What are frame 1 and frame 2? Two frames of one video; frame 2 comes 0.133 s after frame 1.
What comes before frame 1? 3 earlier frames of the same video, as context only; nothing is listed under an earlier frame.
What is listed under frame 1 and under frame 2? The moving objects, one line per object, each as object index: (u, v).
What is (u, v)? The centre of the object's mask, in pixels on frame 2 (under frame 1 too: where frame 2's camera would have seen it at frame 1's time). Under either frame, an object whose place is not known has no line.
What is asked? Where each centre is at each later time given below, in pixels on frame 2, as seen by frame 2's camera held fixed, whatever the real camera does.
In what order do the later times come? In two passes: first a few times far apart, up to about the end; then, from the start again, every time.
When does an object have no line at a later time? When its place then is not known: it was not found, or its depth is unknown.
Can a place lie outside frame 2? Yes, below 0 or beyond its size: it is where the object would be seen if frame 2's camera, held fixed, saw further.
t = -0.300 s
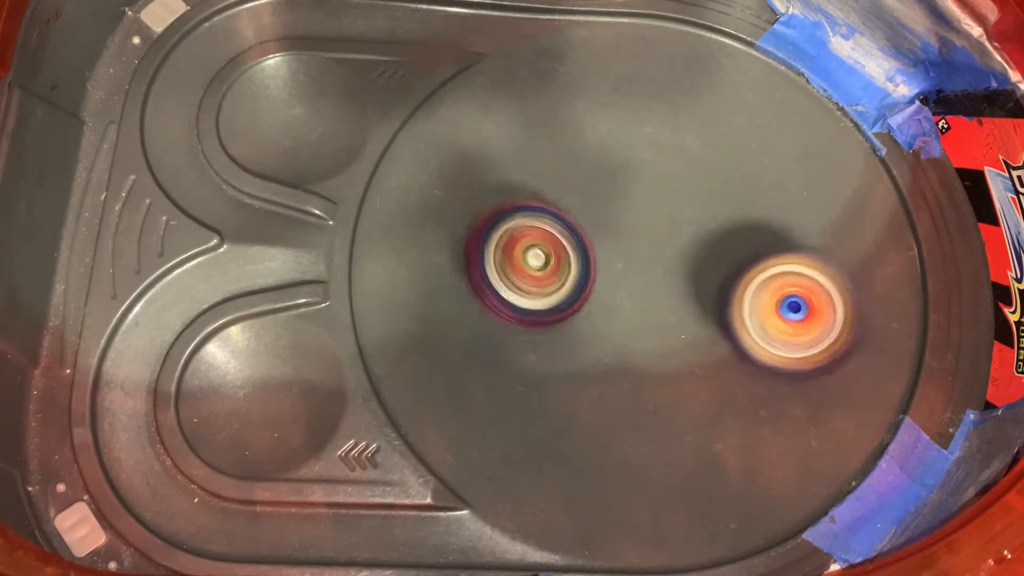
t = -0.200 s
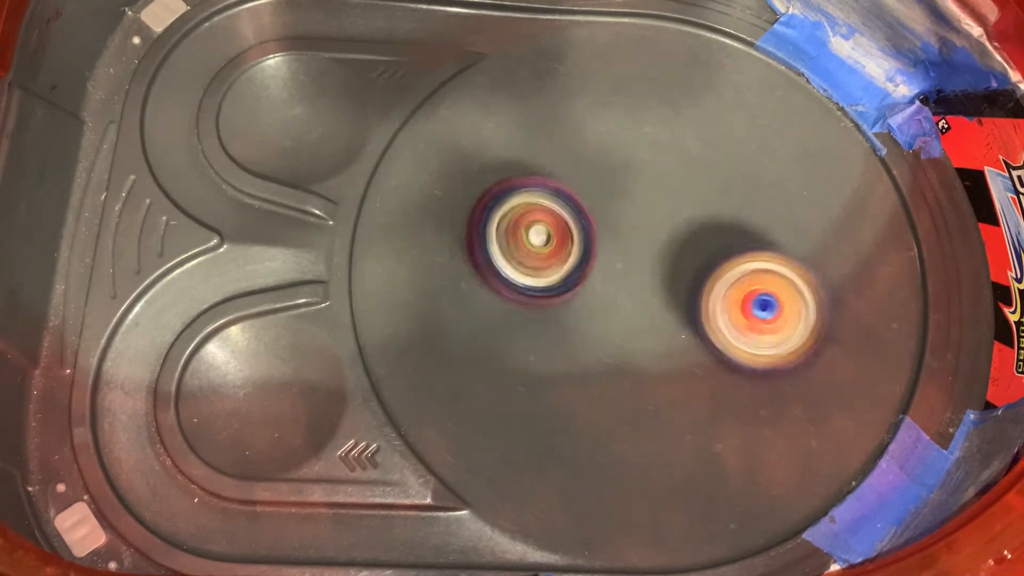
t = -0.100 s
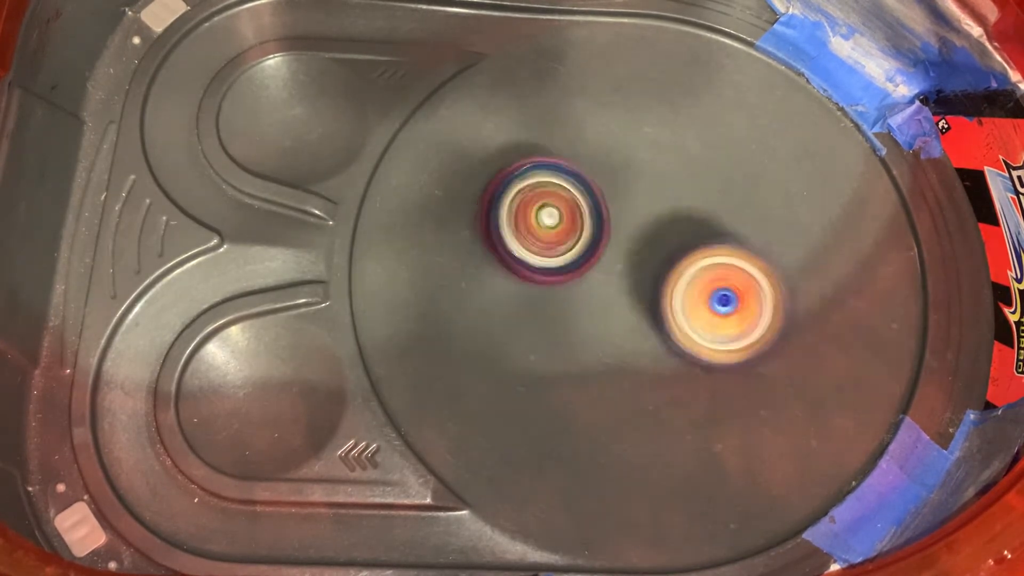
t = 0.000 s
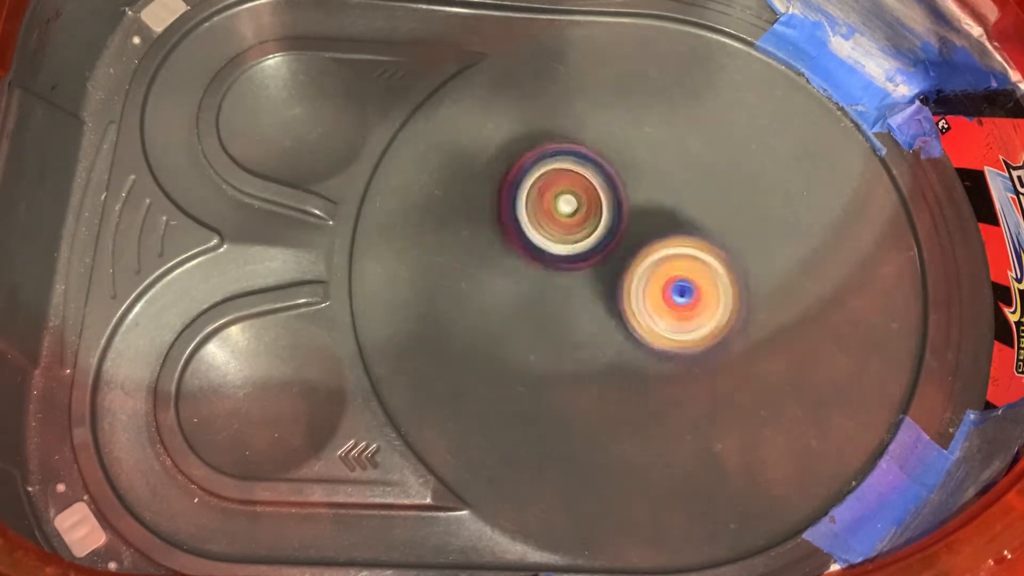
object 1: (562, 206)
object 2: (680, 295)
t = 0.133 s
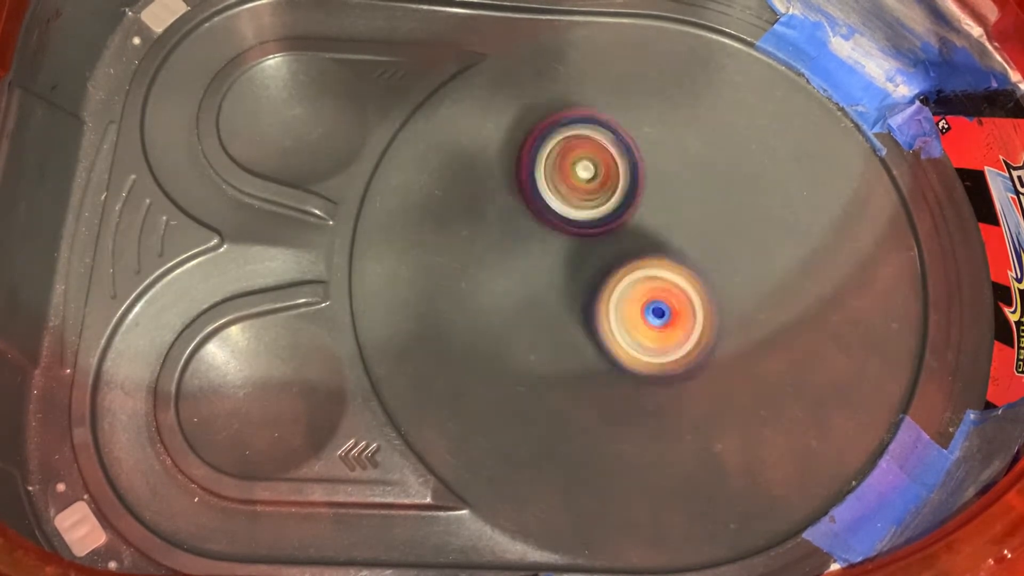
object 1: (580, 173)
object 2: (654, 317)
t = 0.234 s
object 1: (590, 157)
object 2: (631, 338)
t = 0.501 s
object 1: (639, 161)
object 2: (576, 367)
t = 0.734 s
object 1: (670, 218)
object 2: (566, 333)
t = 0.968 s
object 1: (712, 270)
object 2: (546, 298)
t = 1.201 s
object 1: (722, 316)
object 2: (546, 252)
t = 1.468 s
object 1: (679, 342)
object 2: (598, 220)
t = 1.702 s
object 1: (623, 334)
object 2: (644, 195)
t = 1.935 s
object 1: (579, 298)
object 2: (675, 190)
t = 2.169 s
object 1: (546, 249)
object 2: (705, 221)
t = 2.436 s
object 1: (515, 206)
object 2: (771, 272)
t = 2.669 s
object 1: (552, 201)
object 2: (751, 312)
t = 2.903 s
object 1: (594, 217)
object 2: (693, 337)
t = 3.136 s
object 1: (578, 214)
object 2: (662, 378)
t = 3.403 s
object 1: (589, 235)
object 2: (614, 367)
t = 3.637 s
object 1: (600, 222)
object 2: (595, 343)
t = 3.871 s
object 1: (629, 189)
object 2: (590, 338)
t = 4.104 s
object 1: (661, 195)
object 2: (604, 300)
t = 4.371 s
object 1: (719, 154)
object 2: (553, 374)
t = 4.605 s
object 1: (702, 202)
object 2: (563, 349)
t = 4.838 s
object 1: (670, 212)
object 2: (562, 321)
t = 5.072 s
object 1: (639, 181)
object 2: (539, 311)
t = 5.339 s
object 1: (611, 168)
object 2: (565, 278)
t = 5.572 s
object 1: (614, 165)
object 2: (592, 292)
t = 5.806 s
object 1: (617, 180)
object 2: (641, 332)
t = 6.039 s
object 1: (609, 205)
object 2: (708, 360)
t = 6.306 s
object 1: (569, 218)
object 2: (734, 303)
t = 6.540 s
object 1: (534, 192)
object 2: (720, 288)
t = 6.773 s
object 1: (550, 195)
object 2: (639, 290)
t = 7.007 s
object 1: (557, 214)
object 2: (643, 341)
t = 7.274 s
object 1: (530, 244)
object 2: (673, 338)
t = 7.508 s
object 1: (523, 225)
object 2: (675, 312)
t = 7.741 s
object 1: (542, 218)
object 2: (653, 325)
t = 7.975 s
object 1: (557, 252)
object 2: (673, 327)
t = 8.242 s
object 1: (522, 218)
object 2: (704, 290)
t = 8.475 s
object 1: (536, 220)
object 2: (689, 257)
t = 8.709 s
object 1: (546, 238)
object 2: (686, 279)
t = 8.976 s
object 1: (569, 244)
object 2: (693, 266)
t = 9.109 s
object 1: (581, 251)
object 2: (693, 270)
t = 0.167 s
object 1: (583, 167)
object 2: (646, 324)
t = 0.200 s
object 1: (588, 161)
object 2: (638, 331)
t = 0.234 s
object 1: (590, 157)
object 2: (631, 338)
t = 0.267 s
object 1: (597, 153)
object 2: (622, 345)
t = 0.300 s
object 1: (602, 152)
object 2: (615, 350)
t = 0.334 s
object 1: (609, 150)
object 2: (607, 355)
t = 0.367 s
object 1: (614, 150)
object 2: (600, 360)
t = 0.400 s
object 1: (620, 152)
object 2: (593, 364)
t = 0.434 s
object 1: (627, 155)
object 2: (587, 366)
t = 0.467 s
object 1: (634, 157)
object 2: (581, 368)
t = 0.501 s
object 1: (639, 161)
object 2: (576, 367)
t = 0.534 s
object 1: (644, 168)
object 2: (572, 366)
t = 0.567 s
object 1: (650, 175)
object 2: (569, 363)
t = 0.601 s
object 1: (655, 181)
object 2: (566, 359)
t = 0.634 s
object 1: (659, 189)
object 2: (565, 355)
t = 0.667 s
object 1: (662, 198)
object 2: (564, 349)
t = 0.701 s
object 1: (666, 209)
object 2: (564, 341)
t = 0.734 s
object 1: (670, 218)
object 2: (566, 333)
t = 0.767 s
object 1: (672, 228)
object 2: (568, 324)
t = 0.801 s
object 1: (674, 238)
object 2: (573, 315)
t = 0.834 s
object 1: (679, 250)
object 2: (576, 306)
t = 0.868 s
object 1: (692, 252)
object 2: (564, 308)
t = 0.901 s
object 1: (705, 256)
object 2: (555, 307)
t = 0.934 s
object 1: (709, 263)
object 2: (552, 304)
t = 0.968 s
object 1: (712, 270)
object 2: (546, 298)
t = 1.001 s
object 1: (718, 276)
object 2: (543, 291)
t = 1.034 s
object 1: (721, 283)
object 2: (541, 284)
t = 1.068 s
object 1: (723, 290)
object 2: (540, 278)
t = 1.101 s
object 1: (724, 297)
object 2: (540, 271)
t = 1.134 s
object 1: (725, 304)
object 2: (541, 264)
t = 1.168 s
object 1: (724, 309)
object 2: (543, 258)
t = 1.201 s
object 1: (722, 316)
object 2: (546, 252)
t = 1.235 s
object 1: (720, 322)
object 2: (552, 246)
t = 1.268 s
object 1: (717, 327)
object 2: (557, 241)
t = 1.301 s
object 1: (712, 330)
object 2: (563, 236)
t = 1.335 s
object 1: (706, 335)
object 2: (570, 232)
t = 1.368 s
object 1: (701, 338)
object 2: (577, 229)
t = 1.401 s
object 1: (694, 340)
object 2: (584, 226)
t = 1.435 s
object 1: (686, 341)
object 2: (591, 223)
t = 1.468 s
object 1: (679, 342)
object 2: (598, 220)
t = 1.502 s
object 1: (671, 342)
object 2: (607, 219)
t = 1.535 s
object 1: (663, 339)
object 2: (614, 217)
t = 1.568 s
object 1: (654, 337)
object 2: (622, 215)
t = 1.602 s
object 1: (648, 341)
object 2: (626, 209)
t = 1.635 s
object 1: (639, 339)
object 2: (633, 203)
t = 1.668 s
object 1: (631, 336)
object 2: (638, 199)
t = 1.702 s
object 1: (623, 334)
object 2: (644, 195)
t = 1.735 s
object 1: (617, 331)
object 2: (650, 192)
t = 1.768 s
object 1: (610, 327)
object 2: (655, 189)
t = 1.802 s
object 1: (602, 321)
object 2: (659, 189)
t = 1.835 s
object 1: (596, 317)
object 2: (664, 187)
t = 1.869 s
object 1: (591, 311)
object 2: (668, 187)
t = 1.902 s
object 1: (585, 304)
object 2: (673, 188)
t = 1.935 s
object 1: (579, 298)
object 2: (675, 190)
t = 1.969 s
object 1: (576, 293)
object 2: (678, 192)
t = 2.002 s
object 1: (573, 285)
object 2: (681, 194)
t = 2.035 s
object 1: (569, 277)
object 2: (683, 200)
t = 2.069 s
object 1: (567, 271)
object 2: (685, 205)
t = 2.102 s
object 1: (566, 263)
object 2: (684, 210)
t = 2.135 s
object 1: (564, 255)
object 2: (686, 216)
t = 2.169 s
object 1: (546, 249)
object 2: (705, 221)
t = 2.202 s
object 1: (533, 239)
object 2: (721, 227)
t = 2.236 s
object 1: (527, 233)
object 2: (730, 234)
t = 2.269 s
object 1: (523, 229)
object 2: (739, 240)
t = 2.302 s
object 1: (519, 222)
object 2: (748, 246)
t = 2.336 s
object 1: (517, 218)
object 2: (756, 252)
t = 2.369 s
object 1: (515, 213)
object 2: (760, 258)
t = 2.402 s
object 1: (514, 208)
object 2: (767, 265)
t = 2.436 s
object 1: (515, 206)
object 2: (771, 272)
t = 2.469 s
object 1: (518, 200)
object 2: (776, 278)
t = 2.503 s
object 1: (522, 199)
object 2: (775, 287)
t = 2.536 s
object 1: (527, 198)
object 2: (775, 293)
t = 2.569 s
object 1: (532, 197)
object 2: (773, 298)
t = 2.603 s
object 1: (538, 198)
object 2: (767, 304)
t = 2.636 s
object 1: (546, 199)
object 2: (760, 307)
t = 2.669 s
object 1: (552, 201)
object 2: (751, 312)
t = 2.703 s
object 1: (561, 205)
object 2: (742, 314)
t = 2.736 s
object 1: (569, 209)
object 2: (730, 317)
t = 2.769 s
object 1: (576, 214)
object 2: (718, 318)
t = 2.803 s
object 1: (585, 219)
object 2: (708, 319)
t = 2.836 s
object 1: (594, 223)
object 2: (697, 320)
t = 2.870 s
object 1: (599, 228)
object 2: (686, 320)
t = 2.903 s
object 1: (594, 217)
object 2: (693, 337)
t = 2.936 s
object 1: (586, 206)
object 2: (696, 347)
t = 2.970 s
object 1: (585, 205)
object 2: (691, 351)
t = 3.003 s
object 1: (582, 207)
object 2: (686, 358)
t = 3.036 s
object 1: (581, 209)
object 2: (681, 366)
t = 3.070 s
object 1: (579, 209)
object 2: (675, 369)
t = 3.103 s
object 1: (578, 213)
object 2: (669, 374)
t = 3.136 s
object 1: (578, 214)
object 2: (662, 378)
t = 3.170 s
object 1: (578, 219)
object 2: (654, 378)
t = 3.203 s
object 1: (579, 222)
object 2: (648, 379)
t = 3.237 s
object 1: (580, 227)
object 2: (641, 378)
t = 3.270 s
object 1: (581, 231)
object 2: (633, 375)
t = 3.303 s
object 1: (583, 235)
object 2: (627, 371)
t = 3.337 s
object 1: (584, 240)
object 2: (620, 365)
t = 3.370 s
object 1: (587, 241)
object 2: (614, 358)
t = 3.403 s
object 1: (589, 235)
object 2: (614, 367)
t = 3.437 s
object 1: (589, 232)
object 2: (611, 368)
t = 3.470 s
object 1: (589, 229)
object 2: (605, 364)
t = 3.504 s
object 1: (592, 226)
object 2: (603, 363)
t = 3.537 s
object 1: (592, 225)
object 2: (599, 358)
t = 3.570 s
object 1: (596, 224)
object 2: (598, 353)
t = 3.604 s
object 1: (597, 221)
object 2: (597, 347)
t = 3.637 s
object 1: (600, 222)
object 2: (595, 343)
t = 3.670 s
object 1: (602, 218)
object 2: (596, 337)
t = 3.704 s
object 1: (609, 207)
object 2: (595, 345)
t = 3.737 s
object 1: (614, 200)
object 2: (592, 345)
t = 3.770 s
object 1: (616, 199)
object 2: (591, 345)
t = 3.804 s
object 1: (620, 193)
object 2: (591, 343)
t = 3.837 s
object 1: (624, 191)
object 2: (588, 341)
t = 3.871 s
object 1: (629, 189)
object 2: (590, 338)
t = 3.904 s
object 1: (632, 187)
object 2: (590, 334)
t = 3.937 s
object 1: (639, 188)
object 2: (592, 328)
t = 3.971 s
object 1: (641, 188)
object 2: (595, 322)
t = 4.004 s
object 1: (646, 190)
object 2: (596, 316)
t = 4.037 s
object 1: (650, 192)
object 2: (600, 308)
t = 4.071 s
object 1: (654, 195)
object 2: (605, 302)
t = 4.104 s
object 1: (661, 195)
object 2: (604, 300)
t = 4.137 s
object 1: (680, 173)
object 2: (588, 329)
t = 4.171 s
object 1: (695, 157)
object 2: (579, 350)
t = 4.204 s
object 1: (704, 155)
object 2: (572, 362)
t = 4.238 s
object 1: (705, 152)
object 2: (569, 366)
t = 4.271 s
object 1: (711, 151)
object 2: (563, 366)
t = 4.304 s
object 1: (713, 150)
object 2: (558, 369)
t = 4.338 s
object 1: (717, 152)
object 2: (555, 374)
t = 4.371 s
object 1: (719, 154)
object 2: (553, 374)
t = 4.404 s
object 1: (721, 159)
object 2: (552, 376)
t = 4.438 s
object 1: (720, 164)
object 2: (551, 375)
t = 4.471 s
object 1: (721, 171)
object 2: (553, 373)
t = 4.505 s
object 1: (716, 177)
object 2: (553, 368)
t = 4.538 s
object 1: (714, 185)
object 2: (557, 364)
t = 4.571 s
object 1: (707, 194)
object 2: (561, 356)
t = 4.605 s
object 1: (702, 202)
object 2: (563, 349)
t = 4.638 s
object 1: (692, 211)
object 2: (565, 342)
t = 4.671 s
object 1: (684, 219)
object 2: (569, 332)
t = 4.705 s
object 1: (672, 228)
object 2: (573, 322)
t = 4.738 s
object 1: (664, 233)
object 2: (578, 310)
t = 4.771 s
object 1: (667, 225)
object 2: (571, 318)
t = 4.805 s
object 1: (670, 213)
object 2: (564, 323)
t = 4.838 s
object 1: (670, 212)
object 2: (562, 321)
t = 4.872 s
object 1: (668, 207)
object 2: (555, 319)
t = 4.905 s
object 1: (662, 204)
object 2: (547, 318)
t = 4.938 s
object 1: (655, 197)
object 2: (543, 319)
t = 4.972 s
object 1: (652, 194)
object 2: (542, 316)
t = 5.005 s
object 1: (647, 189)
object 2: (538, 315)
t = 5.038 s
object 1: (644, 186)
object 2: (537, 313)
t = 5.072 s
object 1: (639, 181)
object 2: (539, 311)
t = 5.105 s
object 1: (636, 178)
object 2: (539, 305)
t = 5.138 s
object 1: (631, 174)
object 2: (541, 303)
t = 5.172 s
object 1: (628, 172)
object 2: (546, 298)
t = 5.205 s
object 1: (623, 171)
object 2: (549, 293)
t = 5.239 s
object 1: (620, 170)
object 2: (552, 288)
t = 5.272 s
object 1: (615, 171)
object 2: (558, 283)
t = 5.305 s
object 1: (612, 171)
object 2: (559, 278)
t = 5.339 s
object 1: (611, 168)
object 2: (565, 278)
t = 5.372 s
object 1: (613, 162)
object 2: (567, 289)
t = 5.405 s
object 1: (615, 163)
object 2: (573, 293)
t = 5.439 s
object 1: (611, 161)
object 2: (576, 291)
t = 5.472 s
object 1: (613, 159)
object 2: (576, 290)
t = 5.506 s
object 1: (612, 160)
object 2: (578, 292)
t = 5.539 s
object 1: (613, 161)
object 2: (585, 294)
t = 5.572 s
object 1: (614, 165)
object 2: (592, 292)
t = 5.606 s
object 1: (614, 169)
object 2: (596, 288)
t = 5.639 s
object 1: (613, 171)
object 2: (600, 289)
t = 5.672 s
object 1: (616, 170)
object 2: (607, 293)
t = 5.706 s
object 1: (617, 178)
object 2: (616, 295)
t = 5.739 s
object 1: (615, 177)
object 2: (625, 307)
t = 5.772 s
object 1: (619, 176)
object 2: (635, 321)
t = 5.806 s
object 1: (617, 180)
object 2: (641, 332)
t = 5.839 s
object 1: (616, 179)
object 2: (651, 343)
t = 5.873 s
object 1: (617, 181)
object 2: (664, 351)
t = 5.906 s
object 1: (616, 186)
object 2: (673, 357)
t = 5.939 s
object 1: (614, 190)
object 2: (686, 363)
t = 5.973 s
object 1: (613, 192)
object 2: (695, 364)
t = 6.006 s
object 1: (613, 199)
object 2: (703, 364)
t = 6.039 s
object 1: (609, 205)
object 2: (708, 360)
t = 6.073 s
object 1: (609, 209)
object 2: (713, 355)
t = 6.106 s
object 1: (607, 213)
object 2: (719, 350)
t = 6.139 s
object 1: (606, 219)
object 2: (719, 341)
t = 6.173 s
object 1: (601, 223)
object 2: (721, 331)
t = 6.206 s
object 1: (598, 227)
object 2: (720, 321)
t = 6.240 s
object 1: (594, 234)
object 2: (713, 309)
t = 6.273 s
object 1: (579, 227)
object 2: (726, 304)
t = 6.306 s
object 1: (569, 218)
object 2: (734, 303)
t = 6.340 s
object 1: (555, 212)
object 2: (739, 304)
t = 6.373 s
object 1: (550, 209)
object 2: (742, 300)
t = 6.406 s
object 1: (546, 207)
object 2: (738, 299)
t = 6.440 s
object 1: (539, 201)
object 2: (736, 298)
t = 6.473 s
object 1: (535, 199)
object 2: (731, 296)
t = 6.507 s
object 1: (534, 196)
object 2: (728, 293)
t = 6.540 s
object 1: (534, 192)
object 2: (720, 288)
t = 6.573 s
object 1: (535, 192)
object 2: (710, 286)
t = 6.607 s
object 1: (536, 192)
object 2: (700, 285)
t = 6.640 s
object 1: (538, 191)
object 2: (687, 283)
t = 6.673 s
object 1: (544, 193)
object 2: (674, 280)
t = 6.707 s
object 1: (546, 196)
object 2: (660, 283)
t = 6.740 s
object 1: (549, 200)
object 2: (647, 283)
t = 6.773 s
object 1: (550, 195)
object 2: (639, 290)
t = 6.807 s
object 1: (551, 191)
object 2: (639, 302)
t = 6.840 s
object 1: (554, 193)
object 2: (637, 306)
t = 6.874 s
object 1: (556, 198)
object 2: (634, 310)
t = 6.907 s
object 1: (553, 203)
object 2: (630, 319)
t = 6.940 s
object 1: (551, 205)
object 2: (631, 329)
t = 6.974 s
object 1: (554, 205)
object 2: (637, 337)
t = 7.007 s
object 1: (557, 214)
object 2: (643, 341)
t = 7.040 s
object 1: (556, 222)
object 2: (644, 342)
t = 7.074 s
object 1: (554, 226)
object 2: (646, 346)
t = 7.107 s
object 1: (554, 233)
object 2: (651, 349)
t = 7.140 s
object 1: (553, 238)
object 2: (656, 348)
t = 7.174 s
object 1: (551, 241)
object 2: (658, 345)
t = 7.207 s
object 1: (553, 251)
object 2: (659, 339)
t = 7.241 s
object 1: (546, 253)
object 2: (657, 334)
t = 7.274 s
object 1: (530, 244)
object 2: (673, 338)
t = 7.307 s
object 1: (523, 236)
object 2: (688, 333)
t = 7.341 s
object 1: (514, 232)
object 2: (692, 326)
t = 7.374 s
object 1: (514, 226)
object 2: (691, 319)
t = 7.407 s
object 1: (515, 225)
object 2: (687, 315)
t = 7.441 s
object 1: (520, 226)
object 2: (682, 314)
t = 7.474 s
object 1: (519, 228)
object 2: (676, 315)
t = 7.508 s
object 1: (523, 225)
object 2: (675, 312)
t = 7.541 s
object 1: (526, 228)
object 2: (672, 310)
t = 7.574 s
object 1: (530, 228)
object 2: (669, 306)
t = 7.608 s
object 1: (538, 230)
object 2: (660, 303)
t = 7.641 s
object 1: (544, 233)
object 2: (653, 302)
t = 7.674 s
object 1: (544, 230)
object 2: (650, 311)
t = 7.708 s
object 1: (541, 225)
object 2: (654, 319)
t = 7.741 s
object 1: (542, 218)
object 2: (653, 325)
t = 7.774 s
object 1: (546, 216)
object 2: (657, 328)
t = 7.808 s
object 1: (549, 214)
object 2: (660, 332)
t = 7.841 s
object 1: (559, 218)
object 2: (661, 334)
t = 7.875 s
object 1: (561, 226)
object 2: (662, 334)
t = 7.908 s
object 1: (563, 232)
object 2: (666, 332)
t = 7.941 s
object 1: (561, 243)
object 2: (670, 333)
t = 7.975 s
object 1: (557, 252)
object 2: (673, 327)
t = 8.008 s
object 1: (556, 251)
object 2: (671, 316)
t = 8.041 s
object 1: (553, 244)
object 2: (670, 307)
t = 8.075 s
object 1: (552, 240)
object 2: (670, 303)
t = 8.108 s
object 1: (551, 235)
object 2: (662, 297)
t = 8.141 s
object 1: (542, 229)
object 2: (674, 297)
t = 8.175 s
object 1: (533, 226)
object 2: (688, 296)
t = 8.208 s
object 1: (523, 222)
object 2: (698, 294)
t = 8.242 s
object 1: (522, 218)
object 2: (704, 290)
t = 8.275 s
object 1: (520, 218)
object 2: (703, 284)
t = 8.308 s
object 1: (518, 216)
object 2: (704, 275)
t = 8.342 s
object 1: (522, 218)
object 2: (700, 263)
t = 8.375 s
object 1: (526, 222)
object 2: (700, 261)
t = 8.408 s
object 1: (529, 222)
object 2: (695, 259)
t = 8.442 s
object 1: (530, 222)
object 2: (691, 257)
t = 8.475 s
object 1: (536, 220)
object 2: (689, 257)
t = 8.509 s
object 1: (544, 219)
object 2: (685, 255)
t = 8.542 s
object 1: (551, 223)
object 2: (679, 255)
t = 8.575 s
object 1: (551, 228)
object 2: (678, 256)
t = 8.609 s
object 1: (546, 233)
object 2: (681, 261)
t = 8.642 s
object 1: (546, 236)
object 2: (681, 266)
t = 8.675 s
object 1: (545, 238)
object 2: (681, 272)
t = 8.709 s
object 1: (546, 238)
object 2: (686, 279)
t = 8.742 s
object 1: (548, 239)
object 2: (687, 280)
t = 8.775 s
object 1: (551, 241)
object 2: (689, 281)
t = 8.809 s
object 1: (554, 241)
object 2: (694, 280)
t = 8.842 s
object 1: (557, 241)
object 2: (695, 279)
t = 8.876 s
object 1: (560, 241)
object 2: (694, 277)
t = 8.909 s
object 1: (563, 242)
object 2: (692, 273)
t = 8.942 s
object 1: (566, 242)
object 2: (693, 269)
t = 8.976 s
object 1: (569, 244)
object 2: (693, 266)
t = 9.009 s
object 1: (571, 245)
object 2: (694, 265)
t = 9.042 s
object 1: (575, 247)
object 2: (695, 265)
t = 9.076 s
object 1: (580, 250)
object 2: (694, 266)
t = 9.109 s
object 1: (581, 251)
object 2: (693, 270)
